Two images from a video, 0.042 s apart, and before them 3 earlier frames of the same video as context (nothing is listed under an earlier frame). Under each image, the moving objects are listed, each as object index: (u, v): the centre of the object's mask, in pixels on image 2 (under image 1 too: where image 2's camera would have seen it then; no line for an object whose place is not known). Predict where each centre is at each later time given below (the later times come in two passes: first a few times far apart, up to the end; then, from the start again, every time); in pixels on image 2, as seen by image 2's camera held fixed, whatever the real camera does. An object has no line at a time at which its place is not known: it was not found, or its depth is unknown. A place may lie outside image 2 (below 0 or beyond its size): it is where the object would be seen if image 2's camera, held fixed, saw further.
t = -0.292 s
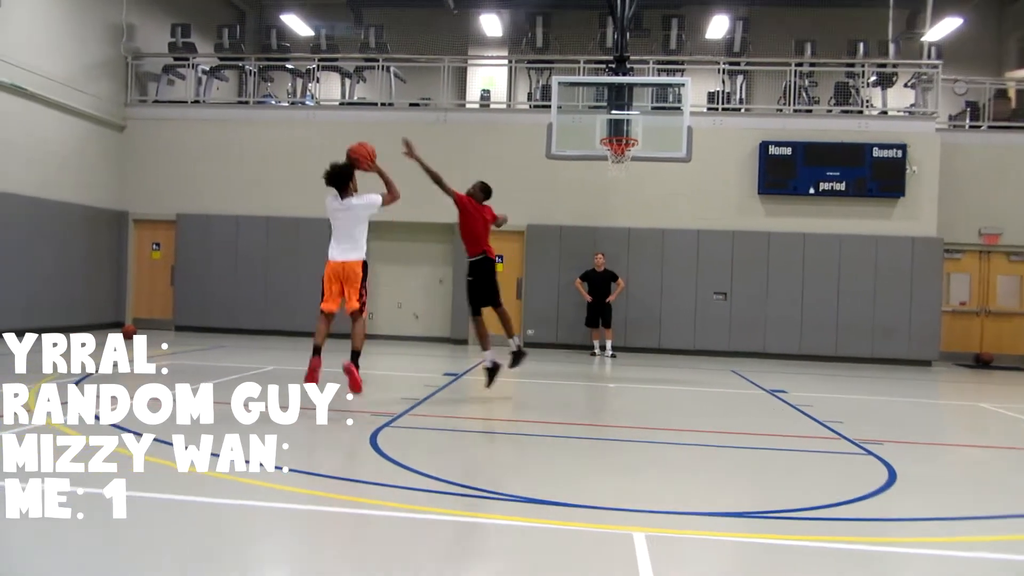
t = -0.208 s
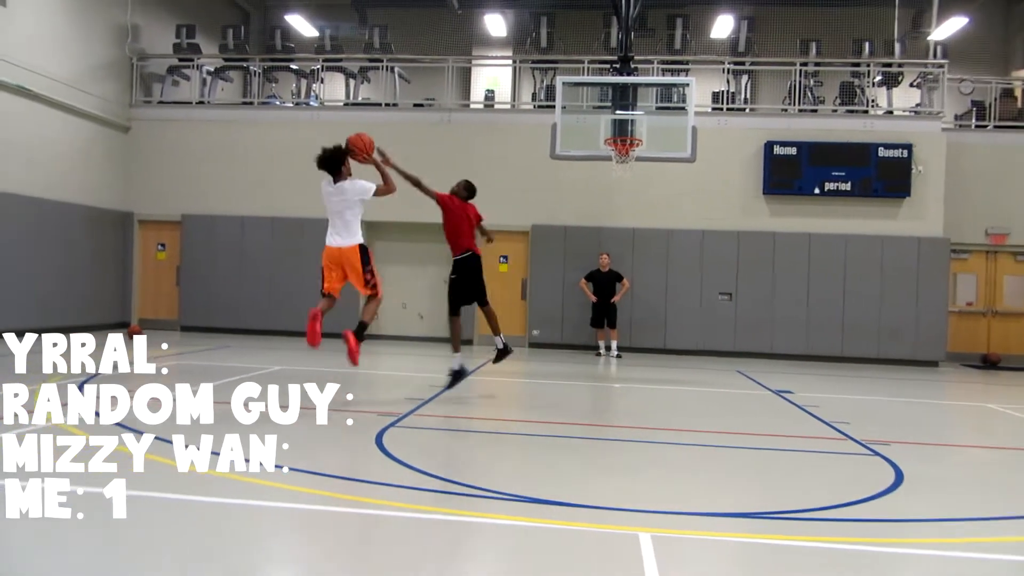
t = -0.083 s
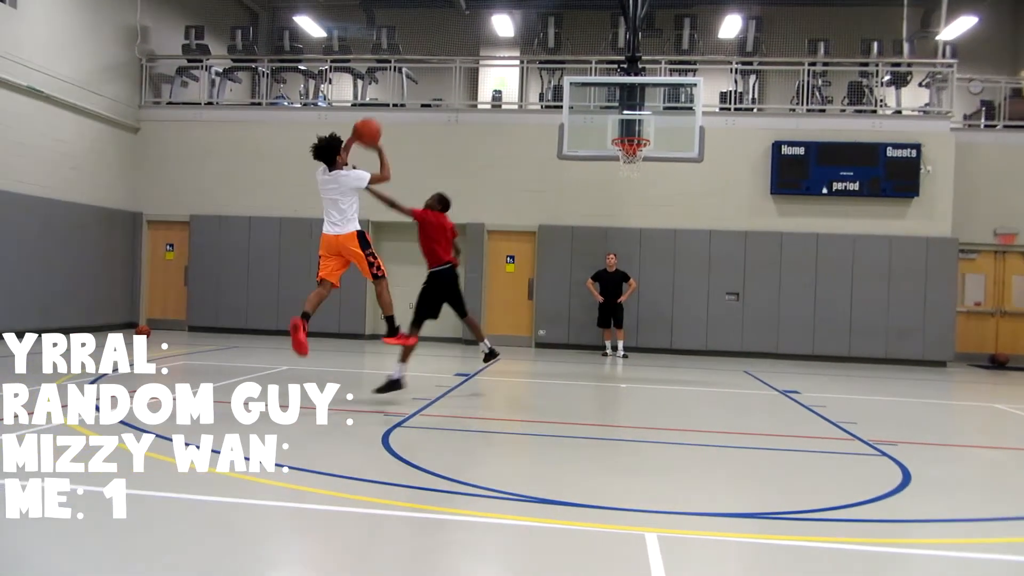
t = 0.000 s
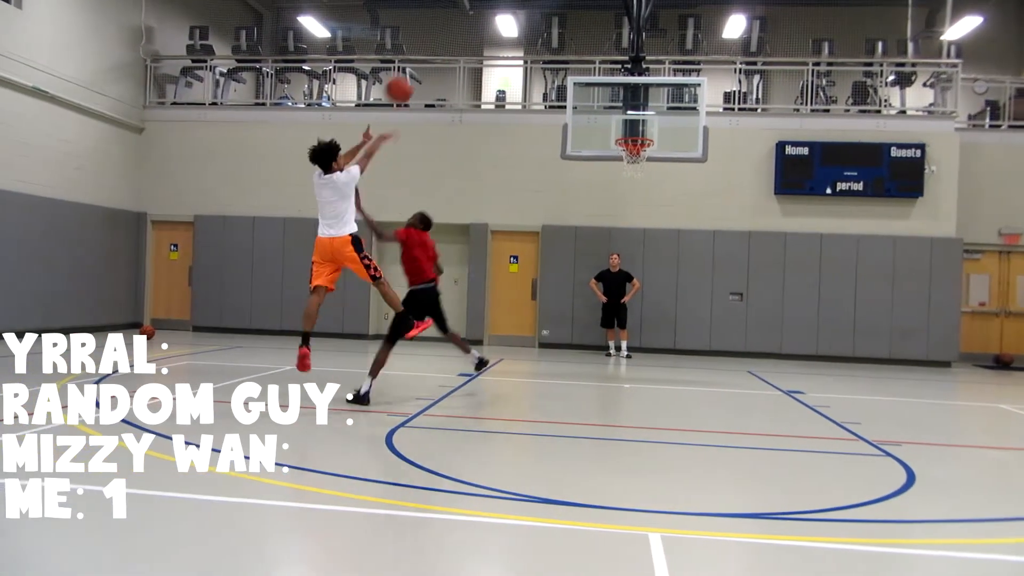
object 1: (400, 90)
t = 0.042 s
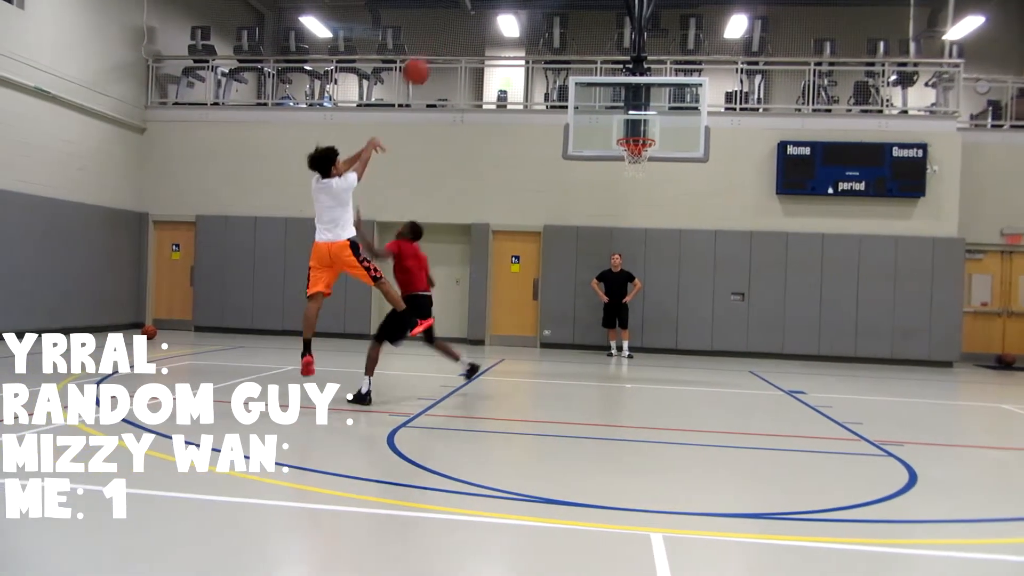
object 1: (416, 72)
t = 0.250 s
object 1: (484, 15)
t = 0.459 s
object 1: (536, 10)
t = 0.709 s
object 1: (586, 49)
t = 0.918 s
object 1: (617, 110)
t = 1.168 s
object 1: (646, 130)
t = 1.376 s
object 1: (672, 133)
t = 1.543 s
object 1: (695, 164)
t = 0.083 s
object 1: (431, 54)
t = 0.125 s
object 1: (446, 41)
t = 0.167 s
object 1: (459, 30)
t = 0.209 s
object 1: (470, 22)
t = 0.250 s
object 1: (484, 15)
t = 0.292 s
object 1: (494, 10)
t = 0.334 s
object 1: (506, 8)
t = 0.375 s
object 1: (517, 8)
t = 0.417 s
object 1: (526, 8)
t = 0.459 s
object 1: (536, 10)
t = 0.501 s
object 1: (545, 13)
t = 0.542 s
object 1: (554, 17)
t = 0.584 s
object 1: (563, 24)
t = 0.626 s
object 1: (571, 31)
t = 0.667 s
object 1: (578, 39)
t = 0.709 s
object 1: (586, 49)
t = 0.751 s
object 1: (592, 59)
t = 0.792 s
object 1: (599, 71)
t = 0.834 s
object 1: (605, 83)
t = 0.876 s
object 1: (610, 97)
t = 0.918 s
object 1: (617, 110)
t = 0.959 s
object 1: (621, 125)
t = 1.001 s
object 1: (625, 134)
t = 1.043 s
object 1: (628, 136)
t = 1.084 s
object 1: (635, 134)
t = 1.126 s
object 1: (641, 133)
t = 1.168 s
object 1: (646, 130)
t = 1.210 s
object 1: (651, 129)
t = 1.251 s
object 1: (657, 127)
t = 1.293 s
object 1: (662, 128)
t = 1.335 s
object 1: (667, 130)
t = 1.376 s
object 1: (672, 133)
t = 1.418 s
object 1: (678, 138)
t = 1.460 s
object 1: (684, 145)
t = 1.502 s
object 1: (689, 153)
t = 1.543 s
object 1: (695, 164)
